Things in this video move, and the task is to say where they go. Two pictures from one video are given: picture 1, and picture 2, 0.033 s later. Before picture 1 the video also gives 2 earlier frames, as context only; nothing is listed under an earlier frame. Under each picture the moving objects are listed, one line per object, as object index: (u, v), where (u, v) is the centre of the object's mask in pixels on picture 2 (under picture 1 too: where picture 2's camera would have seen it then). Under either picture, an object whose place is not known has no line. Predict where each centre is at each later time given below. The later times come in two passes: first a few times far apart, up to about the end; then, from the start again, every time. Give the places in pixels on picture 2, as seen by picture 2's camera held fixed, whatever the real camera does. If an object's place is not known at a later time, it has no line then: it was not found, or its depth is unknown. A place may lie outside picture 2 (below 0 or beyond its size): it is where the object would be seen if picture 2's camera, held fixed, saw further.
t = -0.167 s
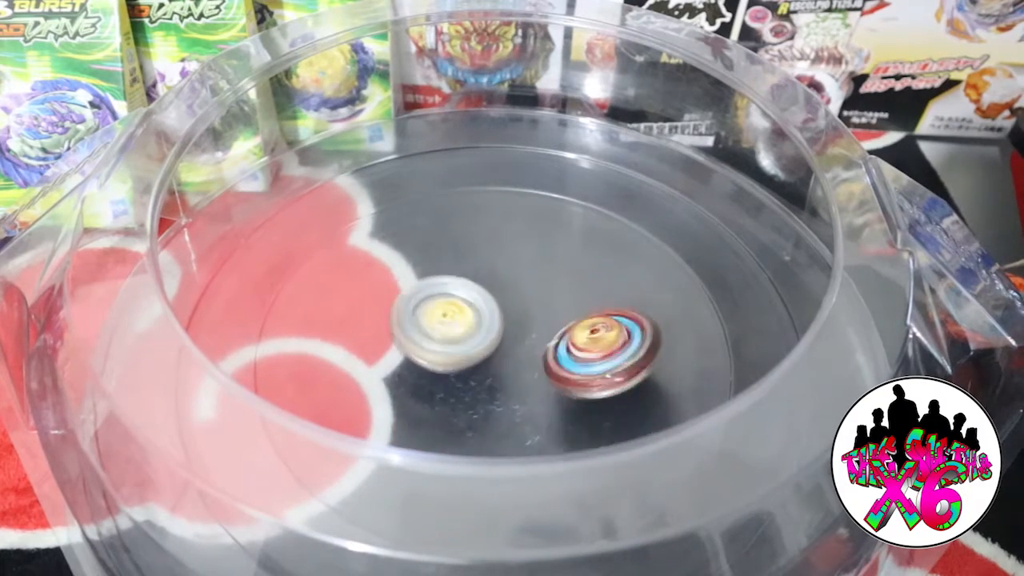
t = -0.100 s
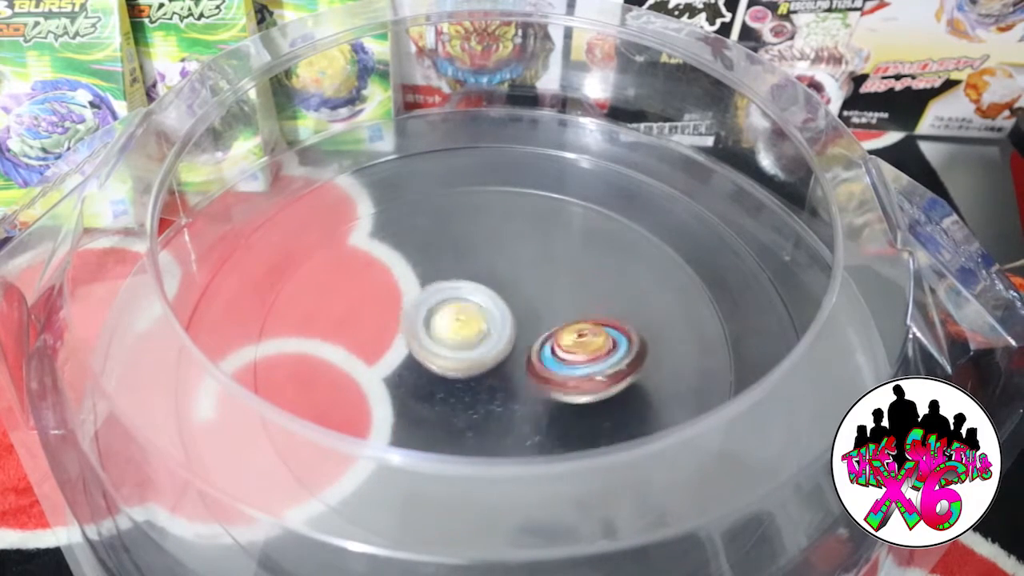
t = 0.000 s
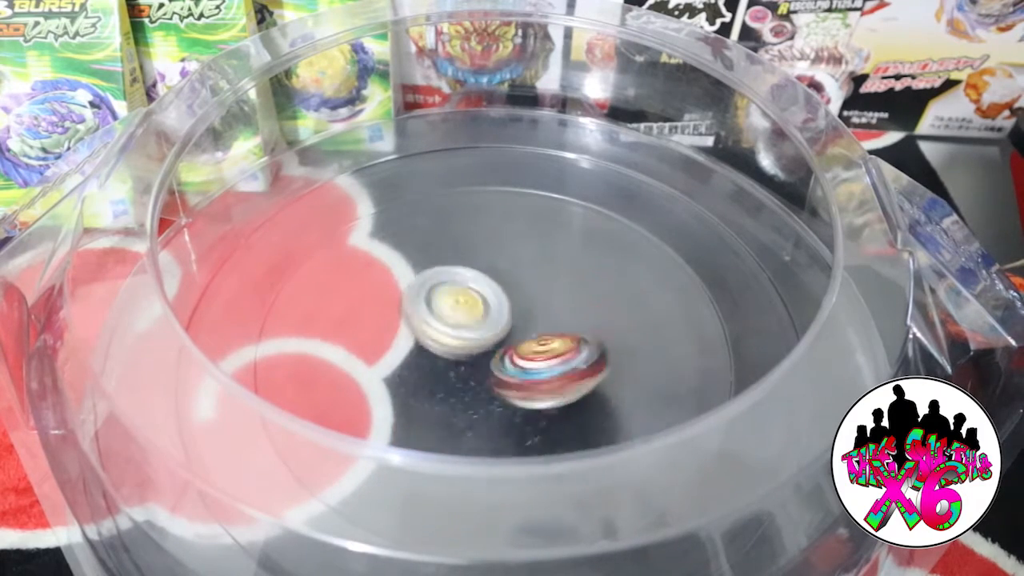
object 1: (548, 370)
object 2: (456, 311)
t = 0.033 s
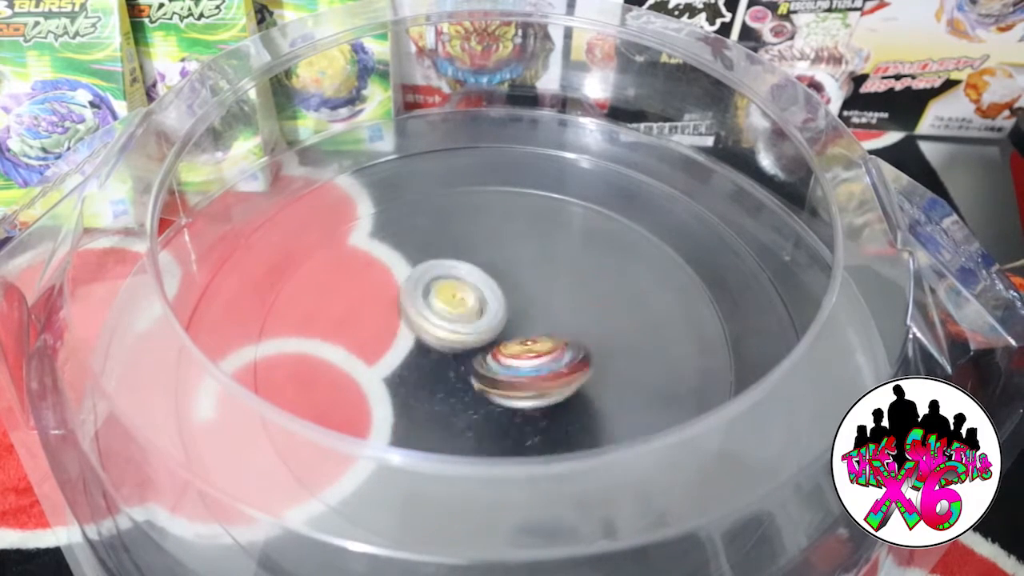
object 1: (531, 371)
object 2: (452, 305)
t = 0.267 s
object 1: (406, 365)
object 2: (431, 270)
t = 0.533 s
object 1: (365, 338)
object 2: (489, 287)
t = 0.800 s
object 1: (426, 336)
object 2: (551, 325)
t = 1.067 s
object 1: (443, 323)
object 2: (566, 387)
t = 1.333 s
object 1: (456, 311)
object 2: (508, 395)
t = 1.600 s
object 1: (527, 311)
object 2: (449, 361)
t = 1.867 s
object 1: (529, 355)
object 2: (446, 296)
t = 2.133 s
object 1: (454, 373)
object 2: (525, 291)
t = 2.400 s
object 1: (438, 351)
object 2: (559, 350)
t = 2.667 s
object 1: (439, 329)
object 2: (486, 408)
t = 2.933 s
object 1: (464, 336)
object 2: (385, 361)
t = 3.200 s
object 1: (472, 363)
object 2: (421, 289)
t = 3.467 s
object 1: (476, 359)
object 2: (553, 297)
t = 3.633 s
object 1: (482, 347)
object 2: (573, 316)
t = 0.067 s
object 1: (511, 375)
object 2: (448, 298)
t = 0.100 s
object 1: (490, 375)
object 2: (444, 292)
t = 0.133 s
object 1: (471, 375)
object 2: (439, 286)
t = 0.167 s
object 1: (451, 374)
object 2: (436, 282)
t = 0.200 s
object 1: (435, 372)
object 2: (433, 277)
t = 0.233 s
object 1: (419, 369)
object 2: (431, 272)
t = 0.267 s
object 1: (406, 365)
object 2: (431, 270)
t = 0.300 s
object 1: (396, 362)
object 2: (432, 267)
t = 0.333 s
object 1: (385, 357)
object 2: (433, 267)
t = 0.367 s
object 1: (380, 354)
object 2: (438, 270)
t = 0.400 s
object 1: (375, 348)
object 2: (440, 272)
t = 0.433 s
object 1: (368, 344)
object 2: (450, 275)
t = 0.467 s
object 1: (360, 341)
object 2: (468, 278)
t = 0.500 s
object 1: (363, 340)
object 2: (481, 283)
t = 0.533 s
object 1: (365, 338)
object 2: (489, 287)
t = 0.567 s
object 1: (366, 337)
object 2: (496, 290)
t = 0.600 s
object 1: (370, 332)
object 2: (502, 293)
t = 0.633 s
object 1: (378, 329)
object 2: (509, 297)
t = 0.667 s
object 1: (389, 331)
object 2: (514, 301)
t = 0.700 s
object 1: (399, 333)
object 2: (520, 307)
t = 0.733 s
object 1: (413, 333)
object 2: (527, 312)
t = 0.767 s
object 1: (418, 333)
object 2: (541, 317)
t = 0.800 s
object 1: (426, 336)
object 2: (551, 325)
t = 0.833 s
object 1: (437, 338)
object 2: (552, 330)
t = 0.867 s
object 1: (440, 340)
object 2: (556, 335)
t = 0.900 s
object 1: (445, 341)
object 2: (559, 339)
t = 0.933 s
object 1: (451, 339)
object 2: (560, 347)
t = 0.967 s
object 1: (450, 336)
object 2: (564, 355)
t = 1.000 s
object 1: (454, 334)
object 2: (560, 363)
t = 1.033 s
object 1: (449, 328)
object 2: (566, 376)
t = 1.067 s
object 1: (443, 323)
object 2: (566, 387)
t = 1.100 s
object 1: (440, 317)
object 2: (562, 394)
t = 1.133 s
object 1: (442, 313)
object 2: (557, 399)
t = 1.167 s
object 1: (439, 309)
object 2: (551, 402)
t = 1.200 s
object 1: (441, 307)
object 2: (544, 404)
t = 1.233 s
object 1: (445, 307)
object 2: (535, 404)
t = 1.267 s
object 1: (449, 307)
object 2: (527, 403)
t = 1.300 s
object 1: (452, 310)
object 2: (517, 400)
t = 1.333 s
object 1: (456, 311)
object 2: (508, 395)
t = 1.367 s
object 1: (466, 307)
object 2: (499, 396)
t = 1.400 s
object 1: (473, 303)
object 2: (492, 394)
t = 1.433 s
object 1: (483, 301)
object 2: (484, 390)
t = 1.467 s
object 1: (497, 299)
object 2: (475, 390)
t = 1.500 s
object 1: (509, 299)
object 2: (464, 385)
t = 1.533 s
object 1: (519, 303)
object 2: (457, 380)
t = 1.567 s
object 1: (526, 310)
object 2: (452, 371)
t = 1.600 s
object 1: (527, 311)
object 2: (449, 361)
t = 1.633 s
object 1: (538, 314)
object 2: (438, 353)
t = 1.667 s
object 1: (548, 317)
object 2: (429, 344)
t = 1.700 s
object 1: (555, 320)
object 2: (424, 334)
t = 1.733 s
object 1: (557, 327)
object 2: (425, 324)
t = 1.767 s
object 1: (552, 337)
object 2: (428, 316)
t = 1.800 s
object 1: (543, 344)
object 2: (432, 308)
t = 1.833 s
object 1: (537, 349)
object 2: (438, 301)
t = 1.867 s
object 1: (529, 355)
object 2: (446, 296)
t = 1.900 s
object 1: (521, 361)
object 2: (454, 291)
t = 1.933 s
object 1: (511, 368)
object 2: (463, 288)
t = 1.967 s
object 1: (503, 371)
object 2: (472, 286)
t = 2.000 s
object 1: (492, 373)
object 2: (483, 284)
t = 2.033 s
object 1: (482, 375)
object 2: (493, 285)
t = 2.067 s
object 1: (470, 375)
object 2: (504, 285)
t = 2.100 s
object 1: (463, 373)
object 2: (514, 288)
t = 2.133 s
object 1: (454, 373)
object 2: (525, 291)
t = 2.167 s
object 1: (447, 371)
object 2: (534, 295)
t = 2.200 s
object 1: (442, 369)
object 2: (542, 300)
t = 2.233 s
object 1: (437, 366)
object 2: (549, 306)
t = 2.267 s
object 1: (435, 364)
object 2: (554, 313)
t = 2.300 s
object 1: (434, 362)
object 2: (557, 321)
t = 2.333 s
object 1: (435, 359)
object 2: (559, 330)
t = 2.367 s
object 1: (436, 355)
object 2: (559, 340)
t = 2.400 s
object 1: (438, 351)
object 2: (559, 350)
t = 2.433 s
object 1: (441, 347)
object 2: (556, 360)
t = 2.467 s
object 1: (443, 344)
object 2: (552, 370)
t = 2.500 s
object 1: (444, 341)
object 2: (545, 379)
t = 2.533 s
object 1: (444, 338)
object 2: (537, 387)
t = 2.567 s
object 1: (443, 335)
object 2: (525, 395)
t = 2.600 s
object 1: (441, 332)
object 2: (514, 401)
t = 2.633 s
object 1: (439, 330)
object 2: (500, 404)
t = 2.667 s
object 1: (439, 329)
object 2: (486, 408)
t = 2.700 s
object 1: (439, 329)
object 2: (473, 408)
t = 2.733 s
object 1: (440, 329)
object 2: (459, 407)
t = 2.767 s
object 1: (443, 329)
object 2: (443, 405)
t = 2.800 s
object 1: (445, 328)
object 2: (428, 401)
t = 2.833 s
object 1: (448, 328)
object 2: (415, 393)
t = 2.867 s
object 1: (452, 331)
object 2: (403, 384)
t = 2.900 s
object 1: (458, 333)
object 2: (393, 373)
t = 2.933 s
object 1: (464, 336)
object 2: (385, 361)
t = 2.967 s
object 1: (468, 340)
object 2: (384, 351)
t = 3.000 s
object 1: (472, 344)
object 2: (382, 338)
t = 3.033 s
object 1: (477, 349)
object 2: (384, 328)
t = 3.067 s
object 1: (478, 355)
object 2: (387, 319)
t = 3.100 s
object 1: (478, 358)
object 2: (393, 310)
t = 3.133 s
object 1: (475, 360)
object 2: (399, 302)
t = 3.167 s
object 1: (474, 362)
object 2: (409, 295)
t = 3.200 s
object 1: (472, 363)
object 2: (421, 289)
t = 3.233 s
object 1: (470, 363)
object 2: (435, 284)
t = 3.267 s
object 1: (470, 362)
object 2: (454, 281)
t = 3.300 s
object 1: (472, 362)
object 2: (474, 280)
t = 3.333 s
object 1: (473, 362)
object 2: (494, 282)
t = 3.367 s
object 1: (473, 362)
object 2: (513, 284)
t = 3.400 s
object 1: (473, 362)
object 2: (529, 289)
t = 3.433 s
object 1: (475, 361)
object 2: (542, 293)
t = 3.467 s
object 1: (476, 359)
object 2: (553, 297)
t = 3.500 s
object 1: (478, 358)
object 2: (561, 301)
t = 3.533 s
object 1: (479, 357)
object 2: (566, 306)
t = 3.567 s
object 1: (481, 354)
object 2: (570, 310)
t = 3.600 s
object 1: (482, 351)
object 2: (572, 313)
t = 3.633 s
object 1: (482, 347)
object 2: (573, 316)
